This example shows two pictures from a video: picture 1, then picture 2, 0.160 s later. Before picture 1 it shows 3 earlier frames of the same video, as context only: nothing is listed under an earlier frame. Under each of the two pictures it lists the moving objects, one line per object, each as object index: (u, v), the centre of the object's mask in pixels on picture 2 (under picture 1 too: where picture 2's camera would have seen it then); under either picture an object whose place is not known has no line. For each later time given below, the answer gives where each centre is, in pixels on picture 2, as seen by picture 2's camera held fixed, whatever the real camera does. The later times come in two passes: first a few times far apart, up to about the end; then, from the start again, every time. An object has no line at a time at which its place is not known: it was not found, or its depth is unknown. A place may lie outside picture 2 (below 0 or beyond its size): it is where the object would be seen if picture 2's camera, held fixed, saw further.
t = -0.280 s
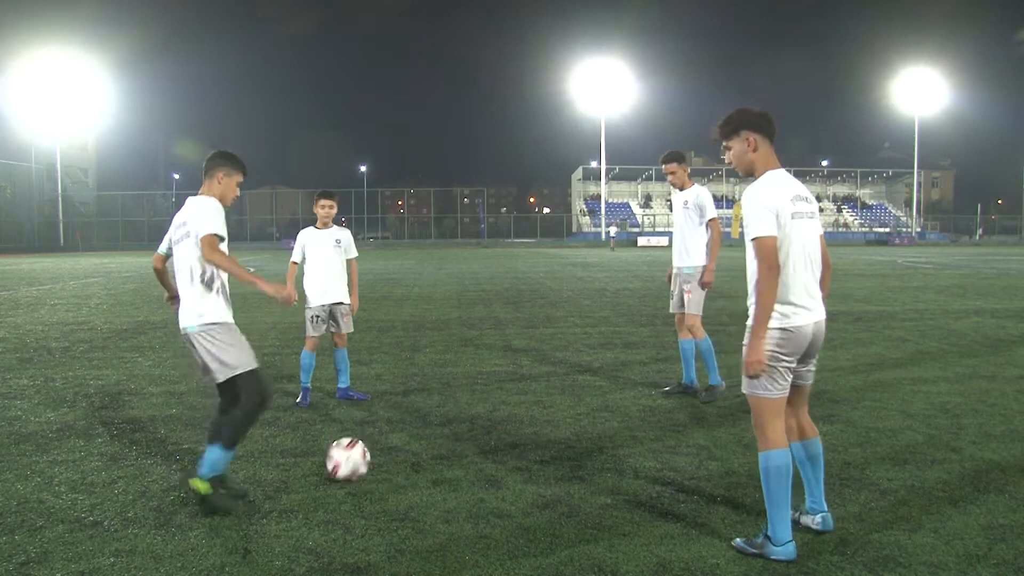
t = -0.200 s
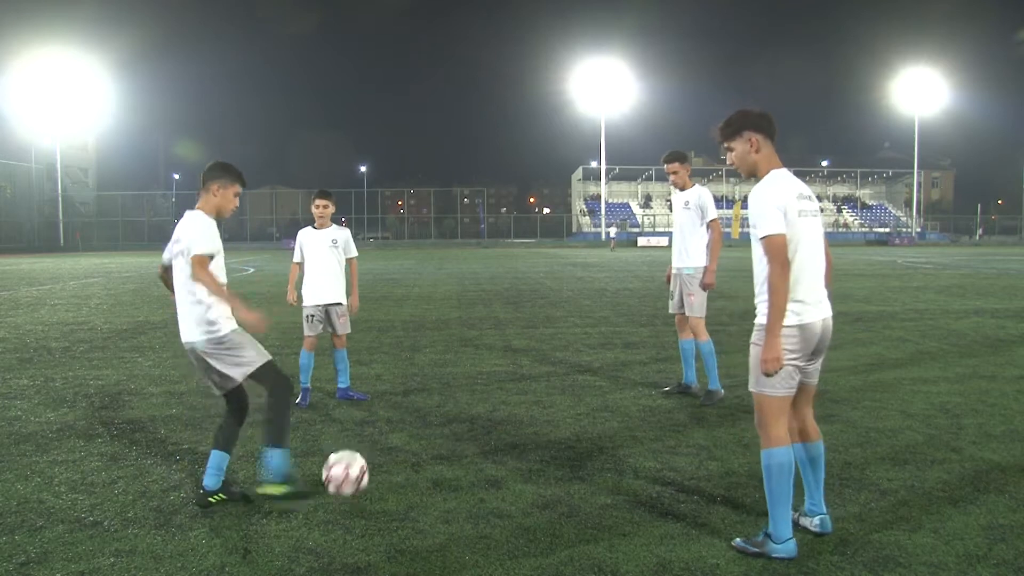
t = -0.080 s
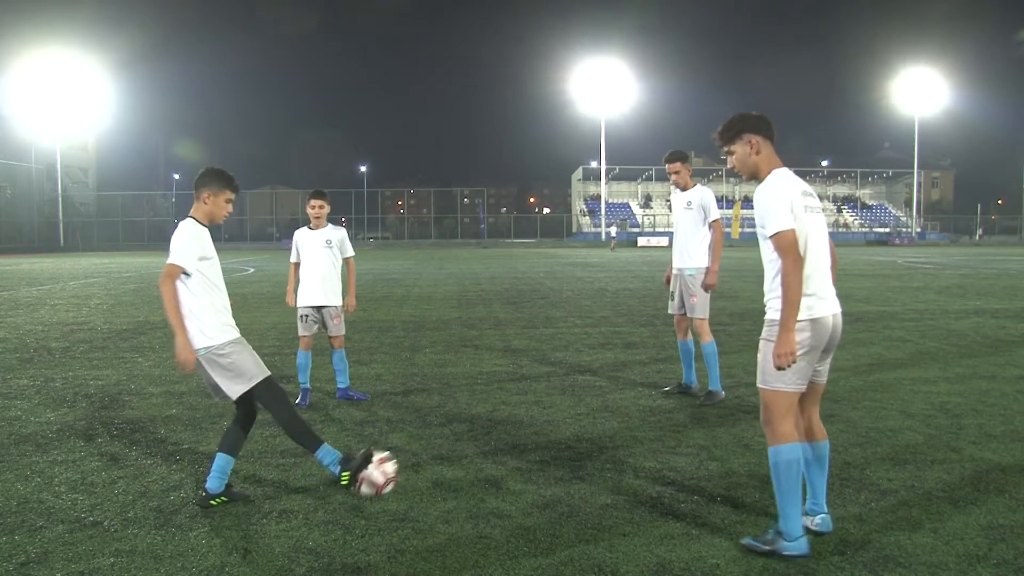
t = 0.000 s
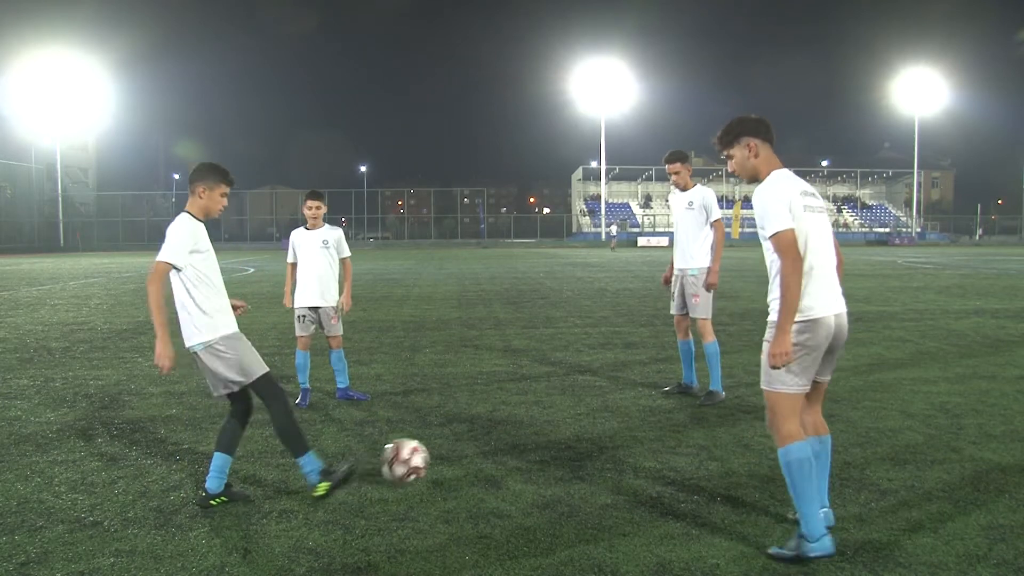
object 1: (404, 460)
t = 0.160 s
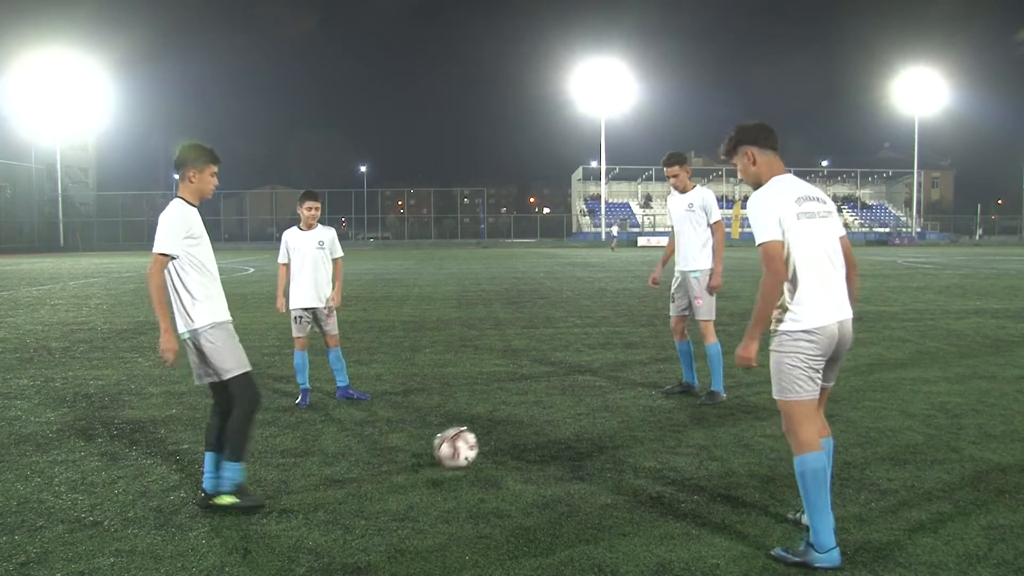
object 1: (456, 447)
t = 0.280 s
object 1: (488, 439)
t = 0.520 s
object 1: (542, 423)
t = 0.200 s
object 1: (467, 446)
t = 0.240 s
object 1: (477, 443)
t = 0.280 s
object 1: (488, 439)
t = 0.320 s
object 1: (497, 437)
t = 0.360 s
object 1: (506, 434)
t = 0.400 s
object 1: (515, 432)
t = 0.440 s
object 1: (525, 430)
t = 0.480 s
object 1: (533, 427)
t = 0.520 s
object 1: (542, 423)
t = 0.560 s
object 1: (549, 421)
